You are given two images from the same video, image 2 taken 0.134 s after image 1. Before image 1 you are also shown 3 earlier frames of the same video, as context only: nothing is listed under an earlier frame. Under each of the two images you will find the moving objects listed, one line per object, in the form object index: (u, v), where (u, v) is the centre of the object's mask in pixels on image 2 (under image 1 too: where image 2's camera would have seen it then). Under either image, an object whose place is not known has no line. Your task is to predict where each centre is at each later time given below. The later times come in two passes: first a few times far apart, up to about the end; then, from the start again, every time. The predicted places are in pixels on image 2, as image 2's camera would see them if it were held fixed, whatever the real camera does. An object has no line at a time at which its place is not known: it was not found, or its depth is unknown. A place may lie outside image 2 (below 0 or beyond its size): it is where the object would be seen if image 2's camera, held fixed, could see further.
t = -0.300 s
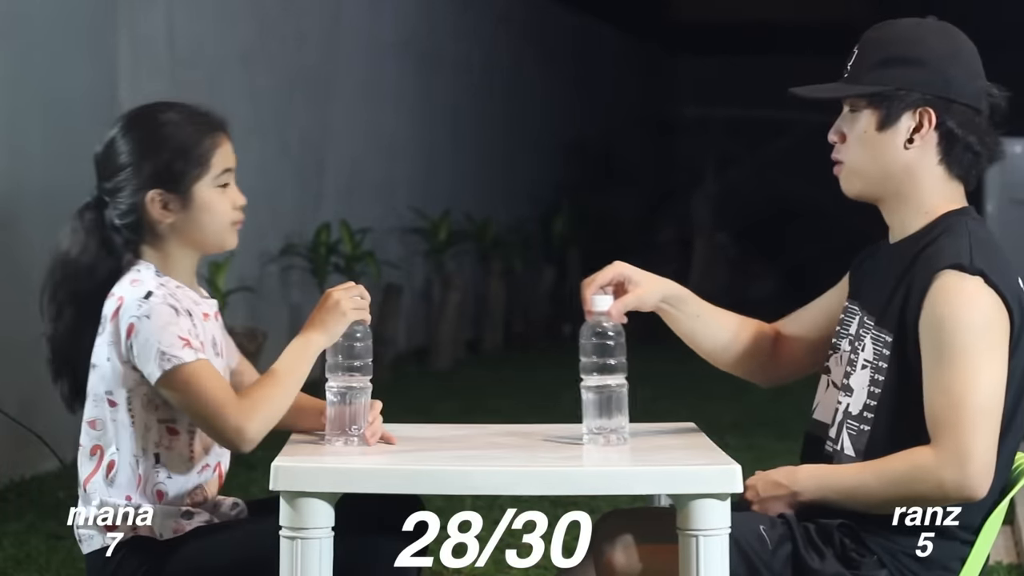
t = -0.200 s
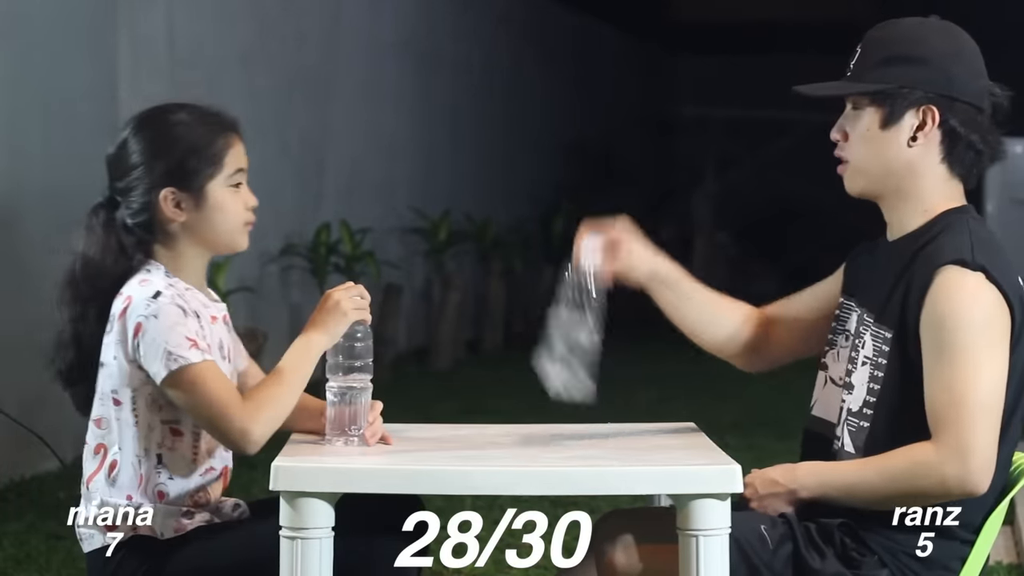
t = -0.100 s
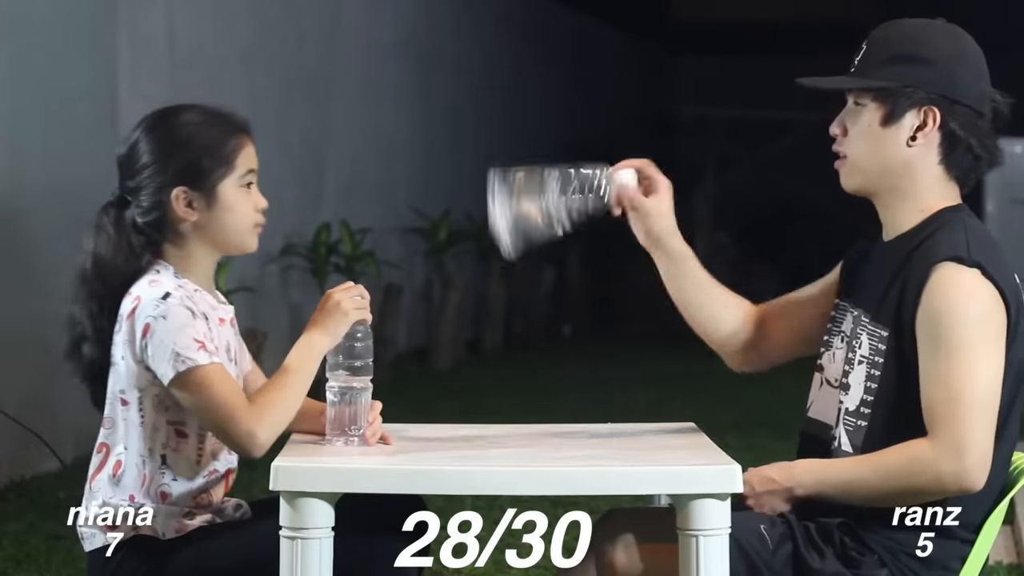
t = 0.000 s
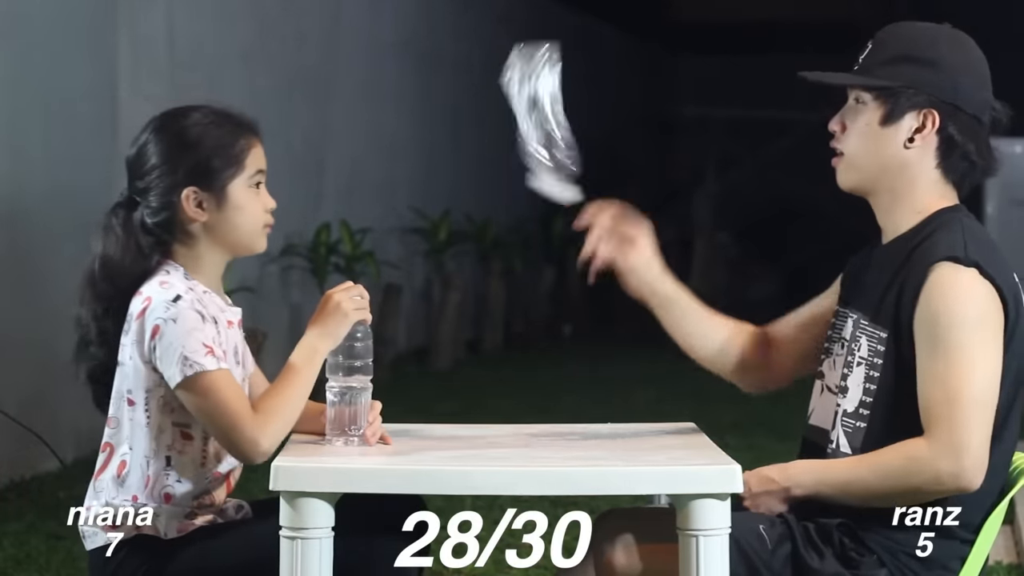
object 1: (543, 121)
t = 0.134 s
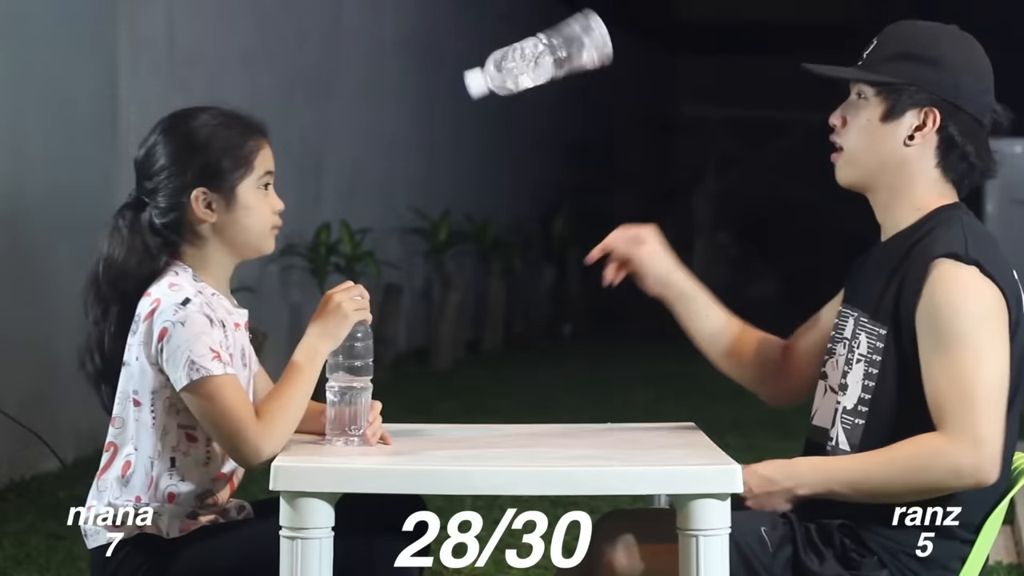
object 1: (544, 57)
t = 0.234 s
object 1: (553, 109)
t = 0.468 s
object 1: (580, 373)
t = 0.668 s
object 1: (608, 373)
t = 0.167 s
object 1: (549, 66)
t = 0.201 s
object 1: (552, 84)
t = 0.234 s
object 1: (553, 109)
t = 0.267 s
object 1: (556, 142)
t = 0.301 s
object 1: (558, 184)
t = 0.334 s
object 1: (560, 235)
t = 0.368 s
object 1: (561, 296)
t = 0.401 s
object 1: (562, 348)
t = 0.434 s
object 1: (573, 365)
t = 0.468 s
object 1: (580, 373)
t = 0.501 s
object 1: (585, 372)
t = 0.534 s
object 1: (589, 372)
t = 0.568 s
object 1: (593, 372)
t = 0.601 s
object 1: (597, 372)
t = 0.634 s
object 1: (601, 373)
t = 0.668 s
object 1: (608, 373)
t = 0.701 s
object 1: (613, 376)
